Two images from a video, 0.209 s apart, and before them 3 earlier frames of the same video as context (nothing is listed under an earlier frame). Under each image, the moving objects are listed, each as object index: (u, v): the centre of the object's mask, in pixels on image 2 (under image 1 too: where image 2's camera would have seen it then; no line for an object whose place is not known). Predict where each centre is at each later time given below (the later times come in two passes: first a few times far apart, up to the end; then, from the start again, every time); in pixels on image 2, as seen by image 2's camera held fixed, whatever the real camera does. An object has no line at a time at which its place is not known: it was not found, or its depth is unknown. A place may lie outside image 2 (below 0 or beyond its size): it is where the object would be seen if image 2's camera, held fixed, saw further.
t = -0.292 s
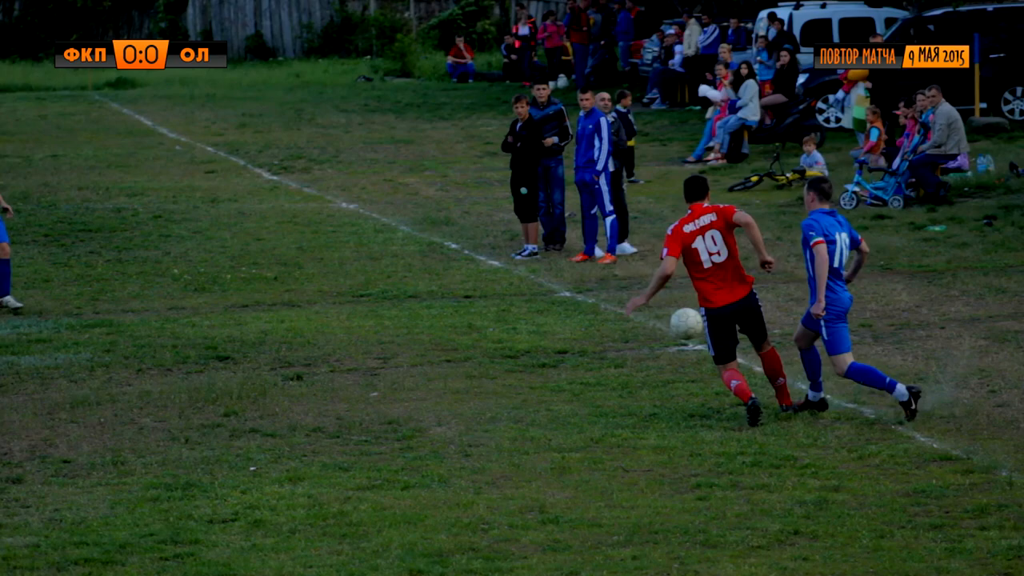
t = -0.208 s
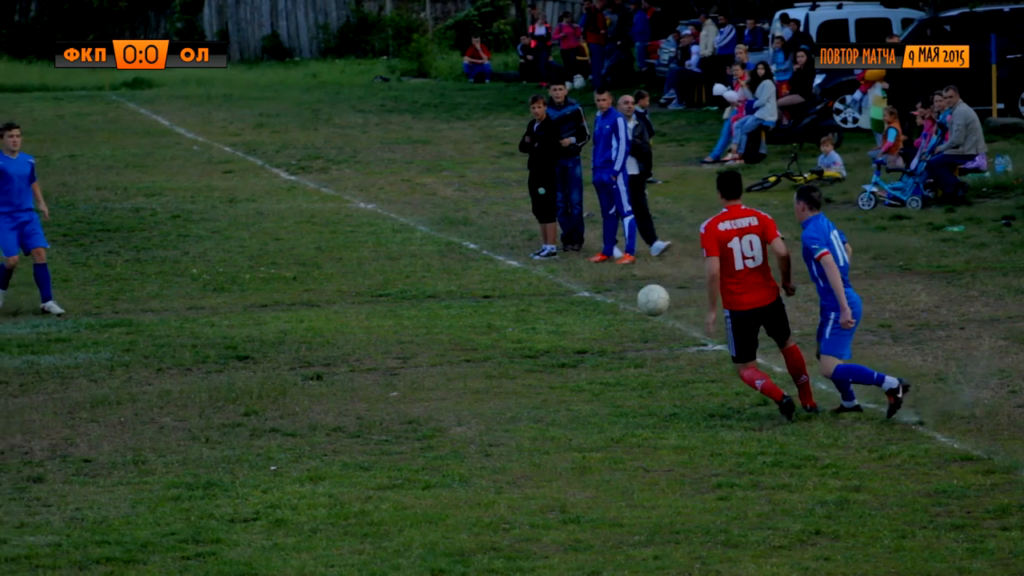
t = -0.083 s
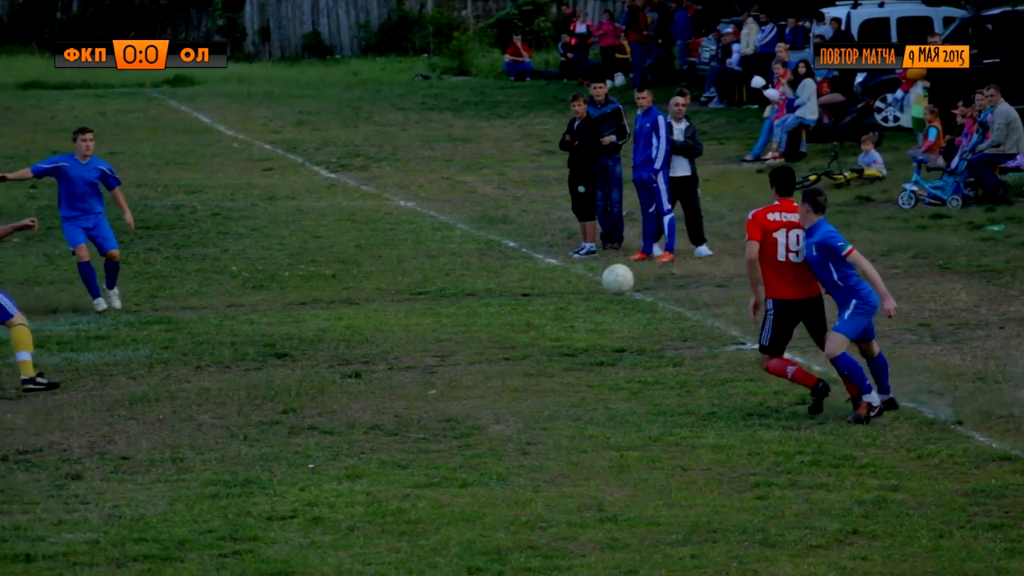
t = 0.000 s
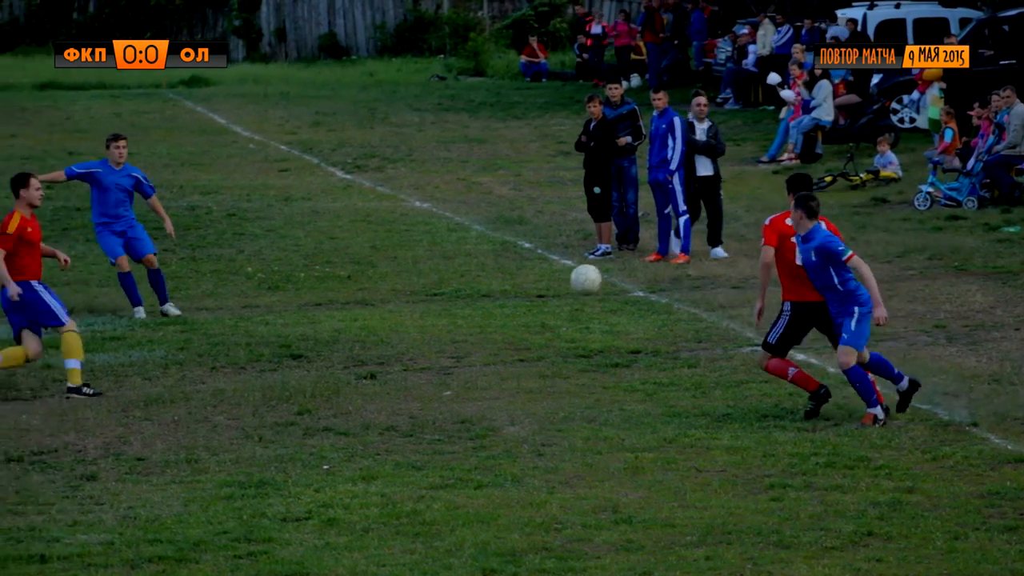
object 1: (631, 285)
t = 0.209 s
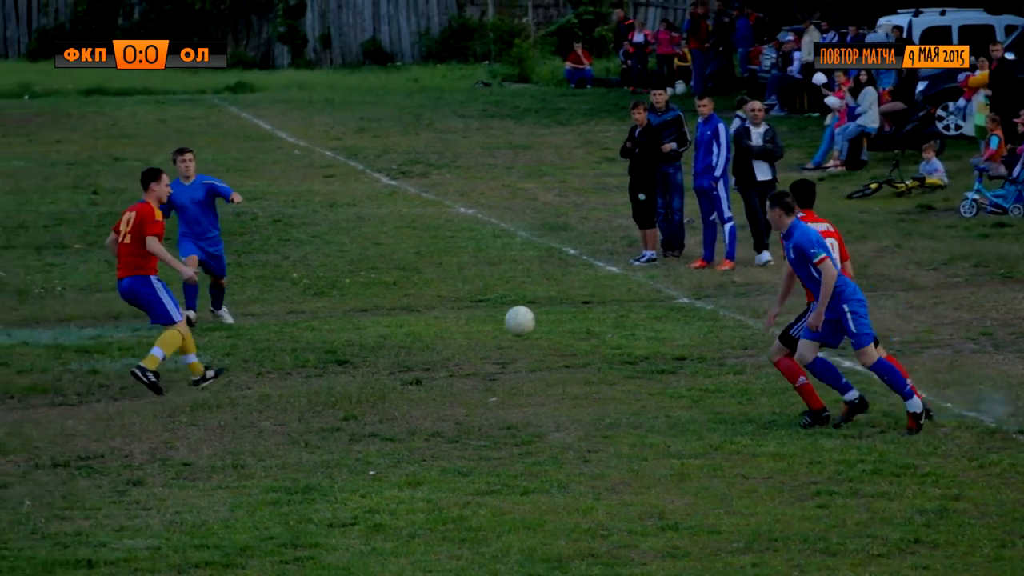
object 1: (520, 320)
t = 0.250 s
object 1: (498, 334)
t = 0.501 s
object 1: (426, 326)
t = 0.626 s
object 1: (408, 312)
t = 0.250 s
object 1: (498, 334)
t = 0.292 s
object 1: (478, 348)
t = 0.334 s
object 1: (458, 365)
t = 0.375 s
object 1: (447, 360)
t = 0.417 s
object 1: (440, 346)
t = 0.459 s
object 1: (433, 335)
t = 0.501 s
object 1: (426, 326)
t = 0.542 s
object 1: (420, 319)
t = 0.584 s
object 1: (414, 314)
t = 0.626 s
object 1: (408, 312)
